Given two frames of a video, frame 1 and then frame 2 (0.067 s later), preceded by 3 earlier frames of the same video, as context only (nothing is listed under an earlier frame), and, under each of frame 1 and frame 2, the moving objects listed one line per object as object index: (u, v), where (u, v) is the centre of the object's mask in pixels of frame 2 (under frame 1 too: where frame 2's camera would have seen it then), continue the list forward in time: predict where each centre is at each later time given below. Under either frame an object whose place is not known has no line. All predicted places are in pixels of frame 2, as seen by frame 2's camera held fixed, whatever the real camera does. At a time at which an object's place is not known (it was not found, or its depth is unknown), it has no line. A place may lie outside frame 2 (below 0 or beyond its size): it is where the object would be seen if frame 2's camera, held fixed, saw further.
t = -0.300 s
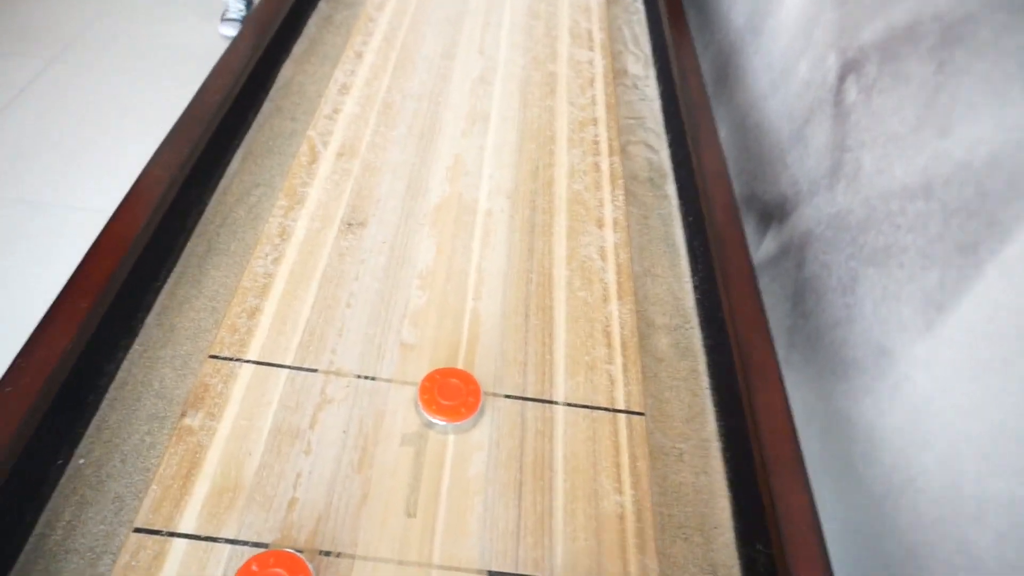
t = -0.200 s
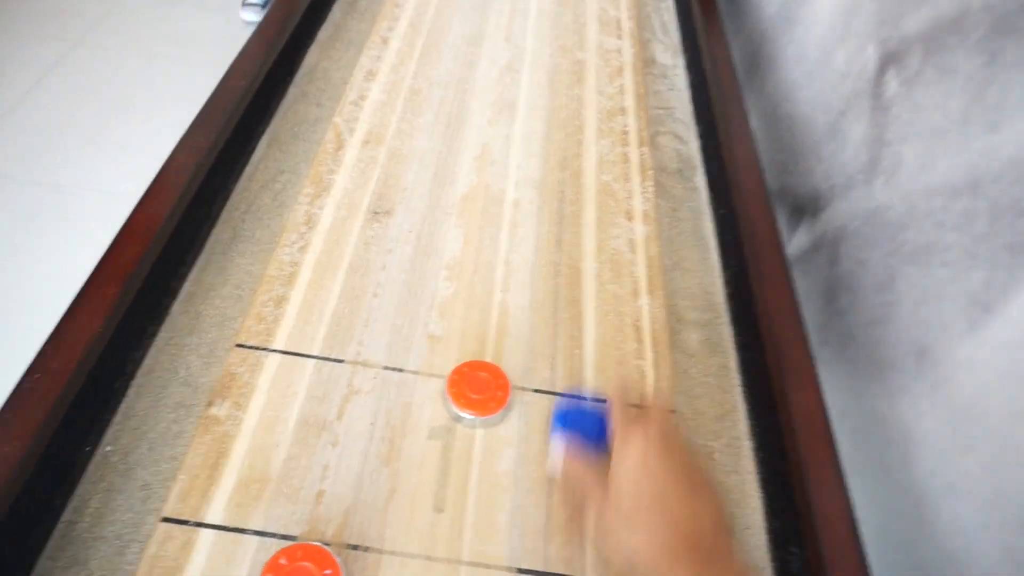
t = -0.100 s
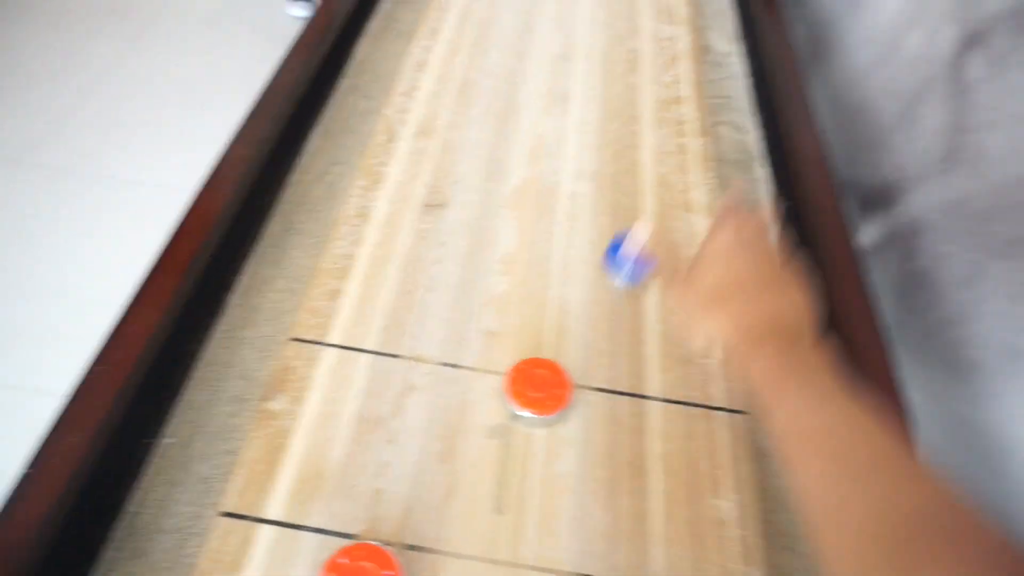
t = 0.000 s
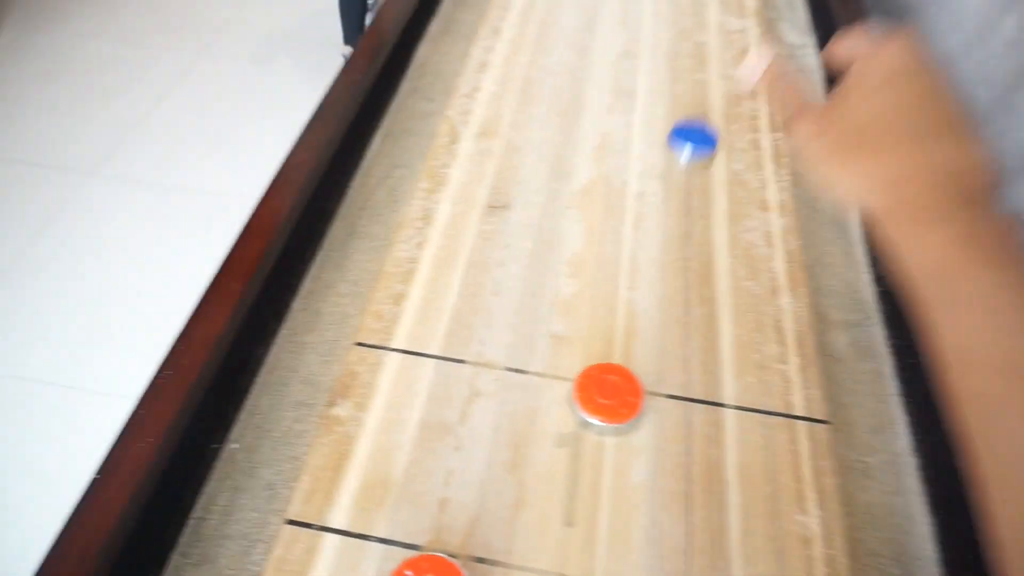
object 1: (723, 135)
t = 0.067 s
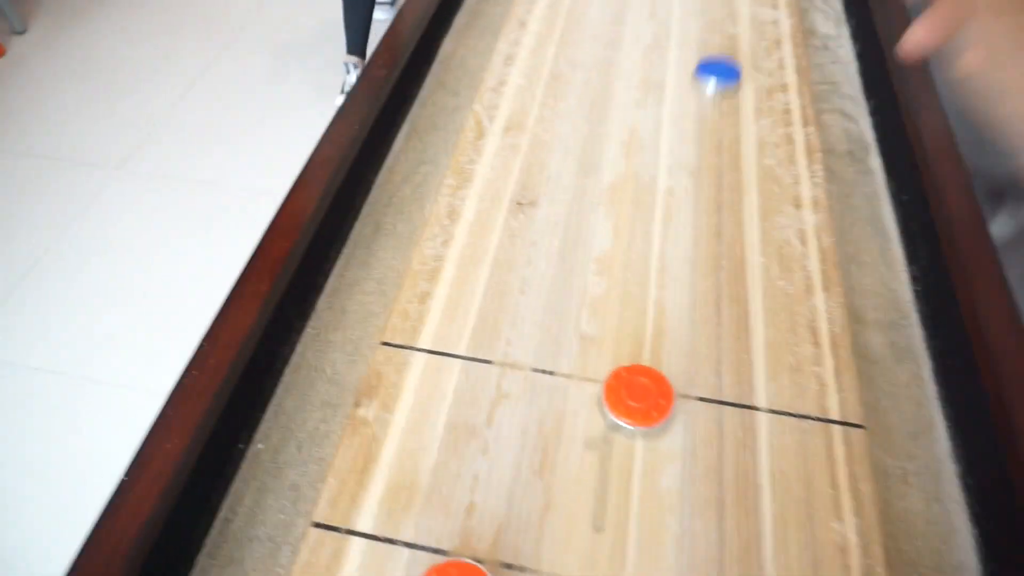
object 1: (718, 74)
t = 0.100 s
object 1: (714, 48)
